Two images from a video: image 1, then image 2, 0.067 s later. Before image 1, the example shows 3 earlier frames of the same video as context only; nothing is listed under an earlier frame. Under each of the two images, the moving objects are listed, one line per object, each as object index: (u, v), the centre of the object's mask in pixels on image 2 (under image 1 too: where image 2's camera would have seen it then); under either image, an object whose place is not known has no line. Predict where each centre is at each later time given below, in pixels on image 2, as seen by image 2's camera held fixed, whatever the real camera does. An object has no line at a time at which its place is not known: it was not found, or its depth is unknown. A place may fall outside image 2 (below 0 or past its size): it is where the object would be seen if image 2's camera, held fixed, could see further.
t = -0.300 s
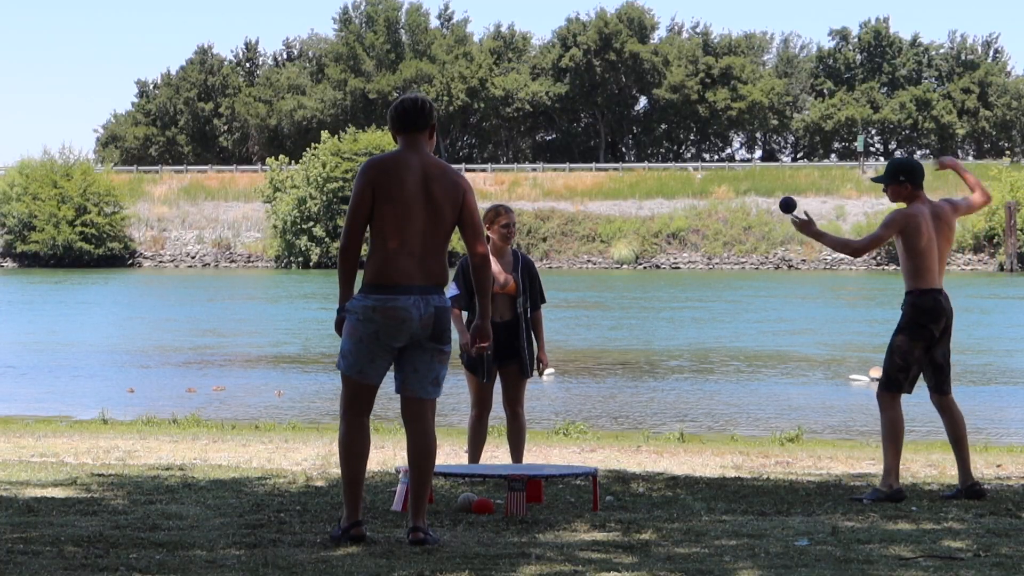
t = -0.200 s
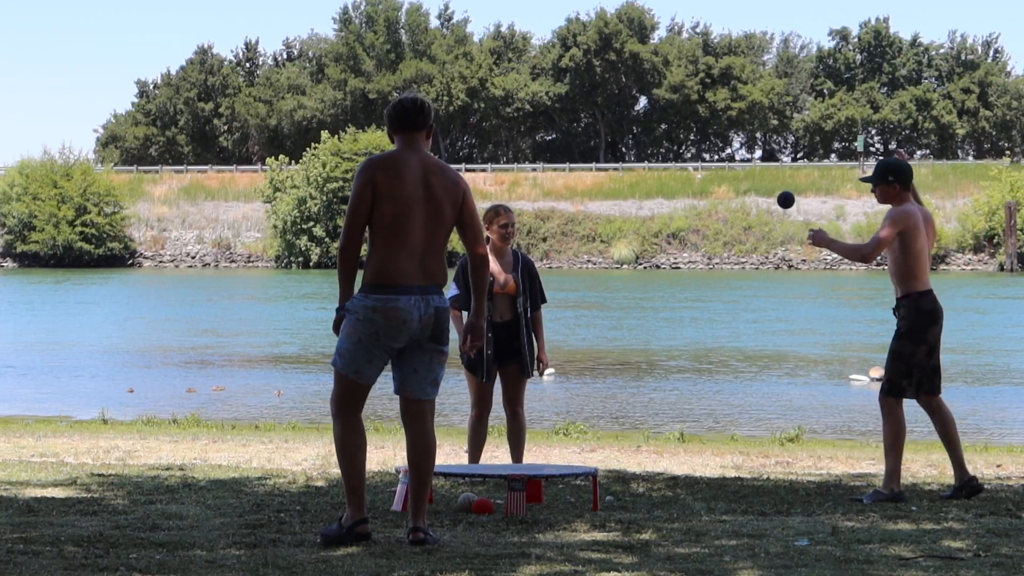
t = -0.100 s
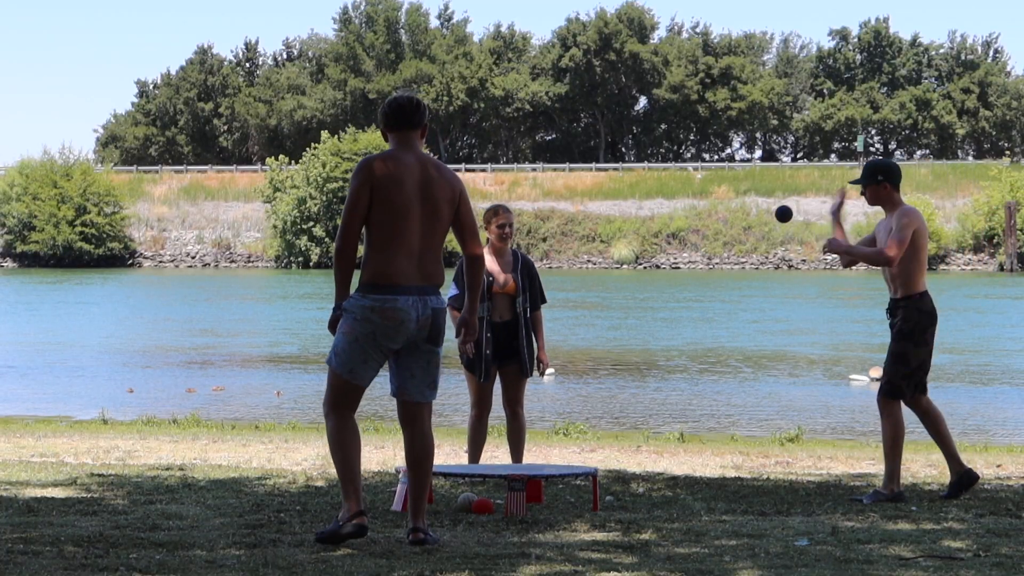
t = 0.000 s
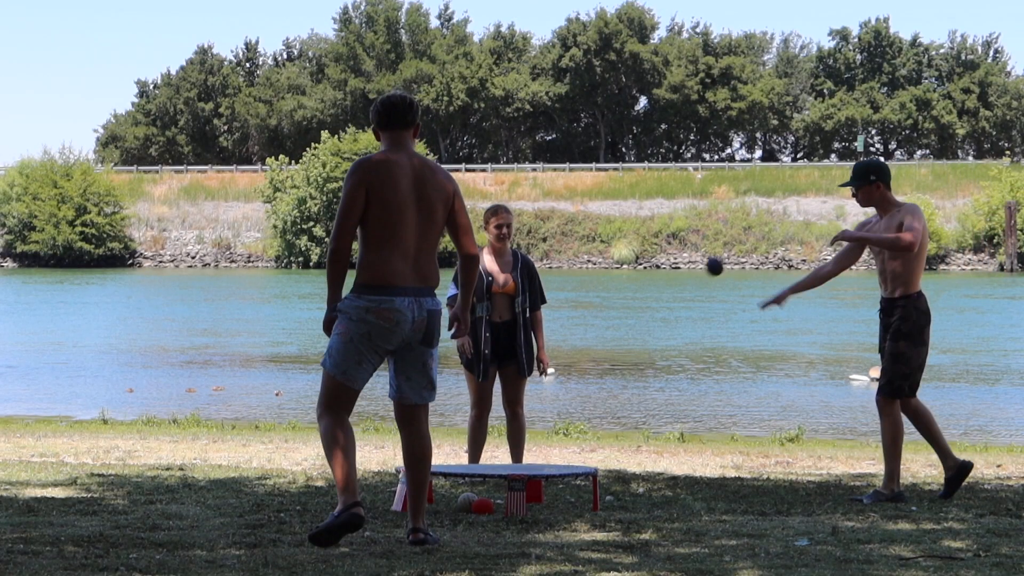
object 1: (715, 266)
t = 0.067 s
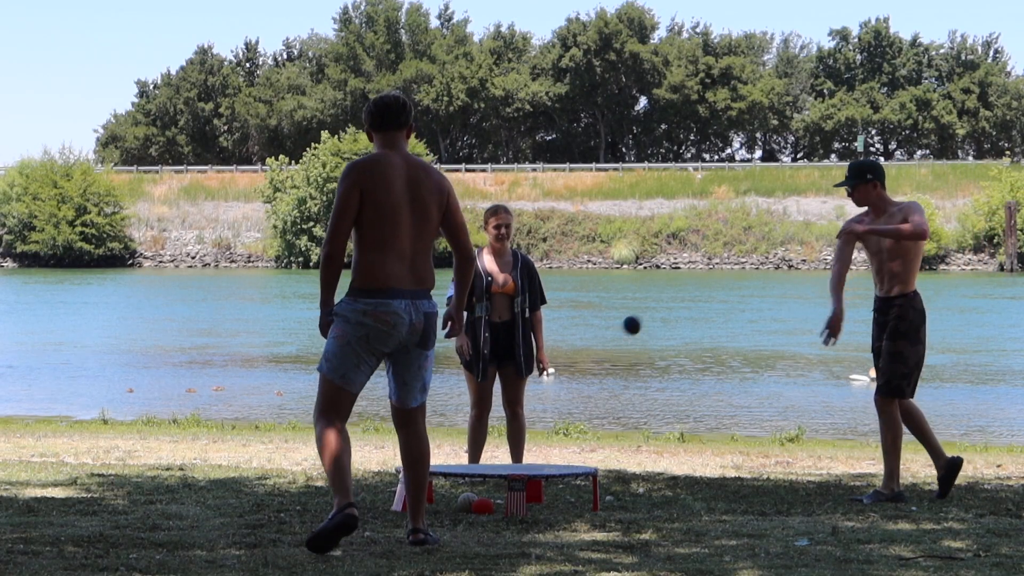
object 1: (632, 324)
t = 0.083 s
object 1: (610, 342)
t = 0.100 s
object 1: (589, 359)
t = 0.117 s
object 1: (566, 377)
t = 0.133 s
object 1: (544, 396)
